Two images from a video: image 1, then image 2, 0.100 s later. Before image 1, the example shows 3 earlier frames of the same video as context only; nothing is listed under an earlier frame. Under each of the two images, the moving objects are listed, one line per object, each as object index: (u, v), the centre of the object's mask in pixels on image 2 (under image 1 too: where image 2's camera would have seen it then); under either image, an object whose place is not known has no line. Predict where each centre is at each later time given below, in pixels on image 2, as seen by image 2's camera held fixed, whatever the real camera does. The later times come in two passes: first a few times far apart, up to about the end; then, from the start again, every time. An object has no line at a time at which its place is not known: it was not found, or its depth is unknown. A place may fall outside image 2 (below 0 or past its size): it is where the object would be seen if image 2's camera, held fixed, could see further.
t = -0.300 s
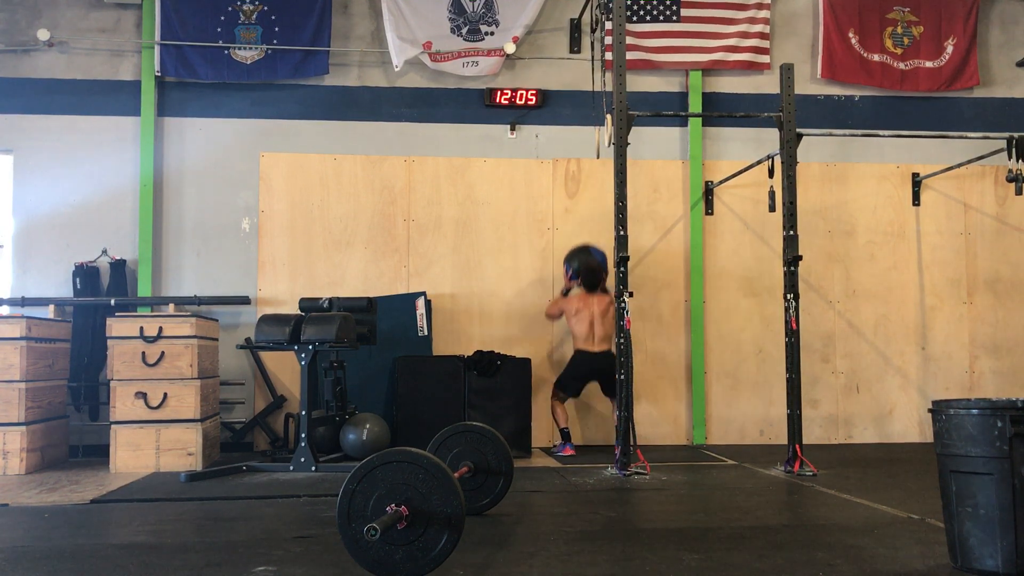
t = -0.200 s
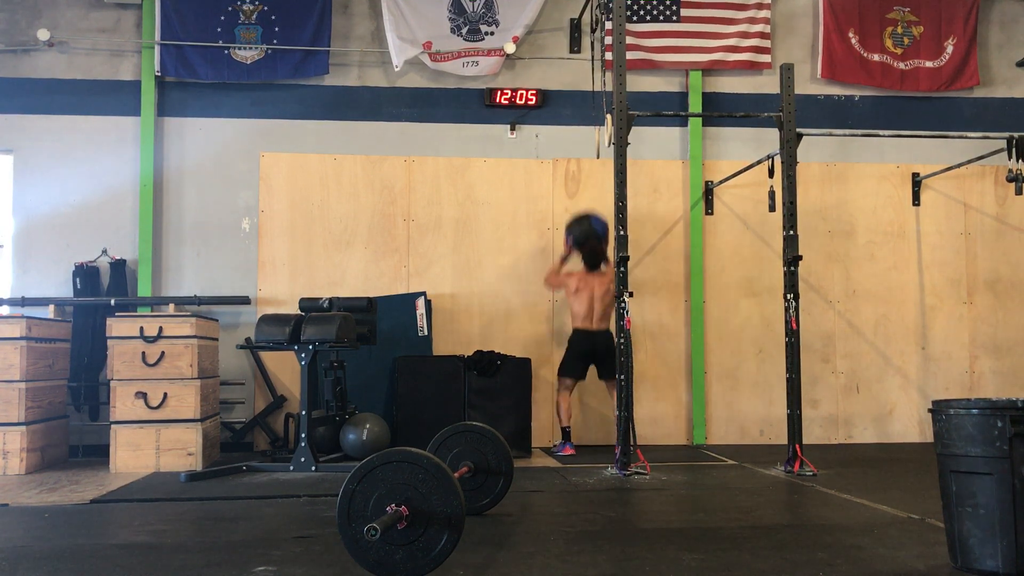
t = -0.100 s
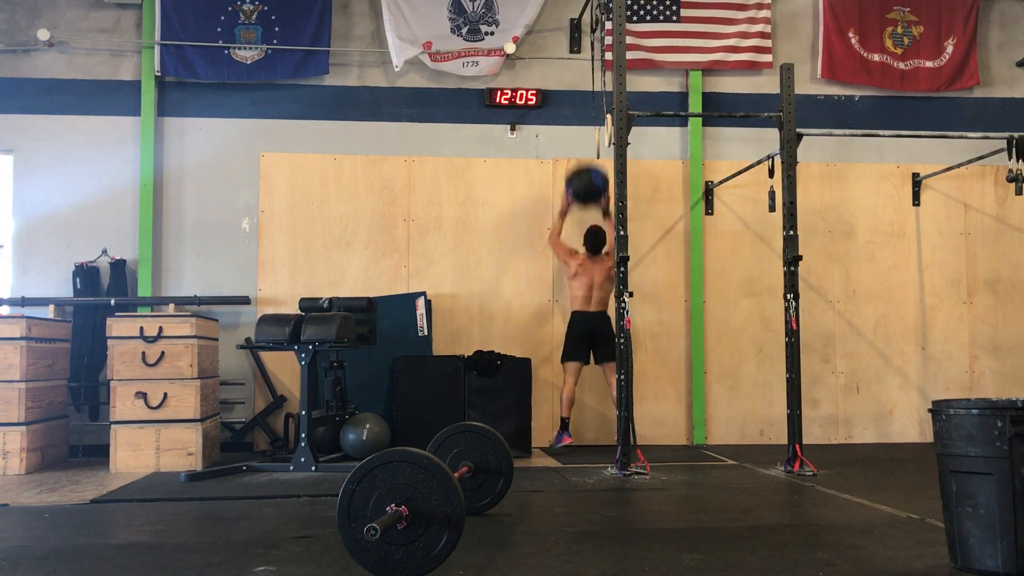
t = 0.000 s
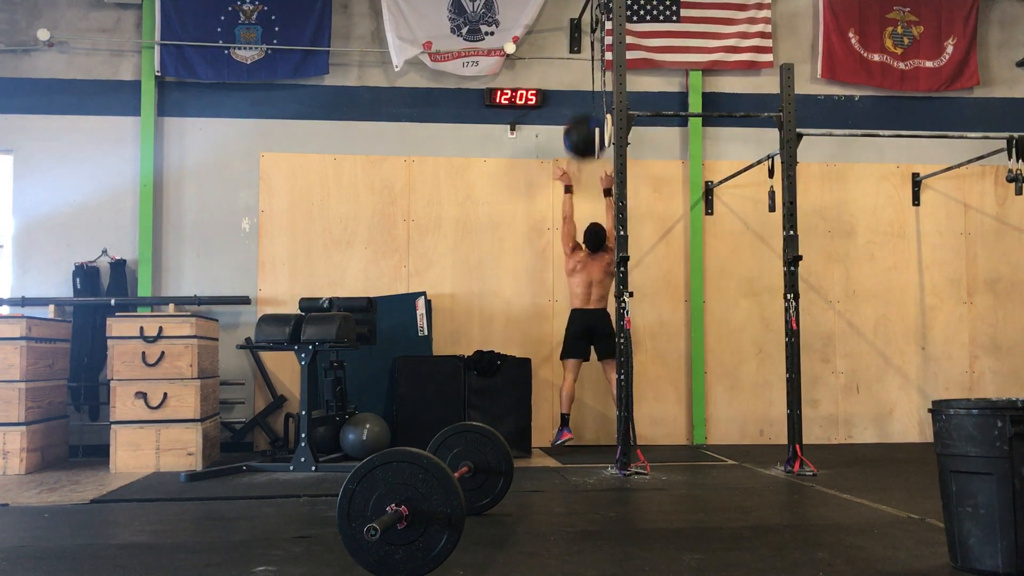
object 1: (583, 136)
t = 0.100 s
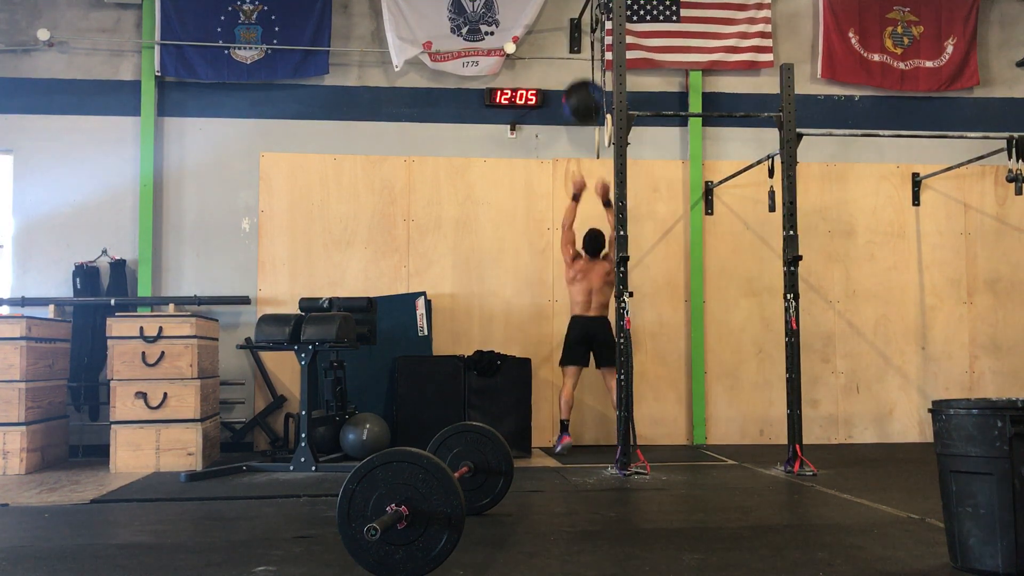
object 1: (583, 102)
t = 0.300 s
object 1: (581, 67)
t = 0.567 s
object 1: (579, 92)
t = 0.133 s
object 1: (583, 92)
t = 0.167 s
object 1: (582, 85)
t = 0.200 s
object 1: (582, 78)
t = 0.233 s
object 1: (582, 73)
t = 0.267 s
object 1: (582, 70)
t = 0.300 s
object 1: (581, 67)
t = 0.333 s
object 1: (581, 66)
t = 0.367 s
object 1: (581, 66)
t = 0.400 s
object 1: (581, 67)
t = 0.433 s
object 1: (580, 70)
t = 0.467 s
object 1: (580, 75)
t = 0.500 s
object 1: (580, 80)
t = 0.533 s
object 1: (579, 86)
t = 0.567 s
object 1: (579, 92)
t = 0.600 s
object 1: (579, 99)
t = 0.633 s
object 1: (578, 107)
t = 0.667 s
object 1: (577, 118)
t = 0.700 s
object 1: (578, 127)
